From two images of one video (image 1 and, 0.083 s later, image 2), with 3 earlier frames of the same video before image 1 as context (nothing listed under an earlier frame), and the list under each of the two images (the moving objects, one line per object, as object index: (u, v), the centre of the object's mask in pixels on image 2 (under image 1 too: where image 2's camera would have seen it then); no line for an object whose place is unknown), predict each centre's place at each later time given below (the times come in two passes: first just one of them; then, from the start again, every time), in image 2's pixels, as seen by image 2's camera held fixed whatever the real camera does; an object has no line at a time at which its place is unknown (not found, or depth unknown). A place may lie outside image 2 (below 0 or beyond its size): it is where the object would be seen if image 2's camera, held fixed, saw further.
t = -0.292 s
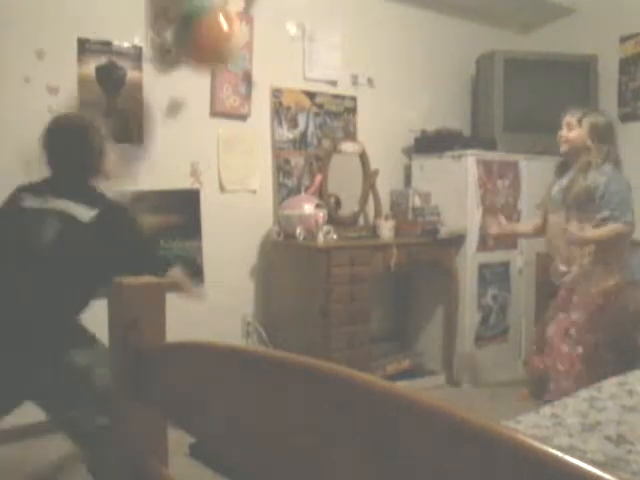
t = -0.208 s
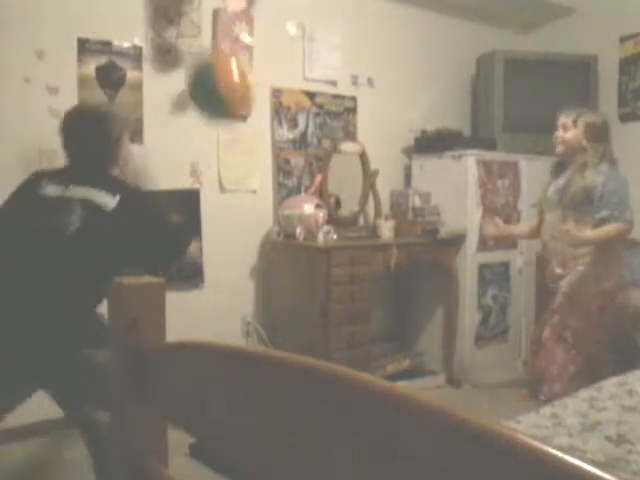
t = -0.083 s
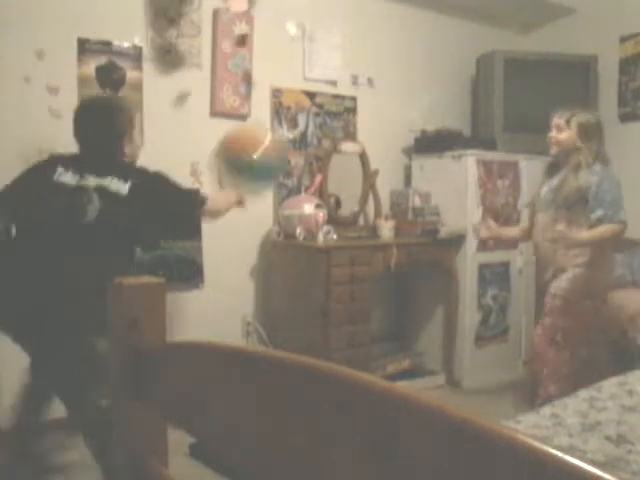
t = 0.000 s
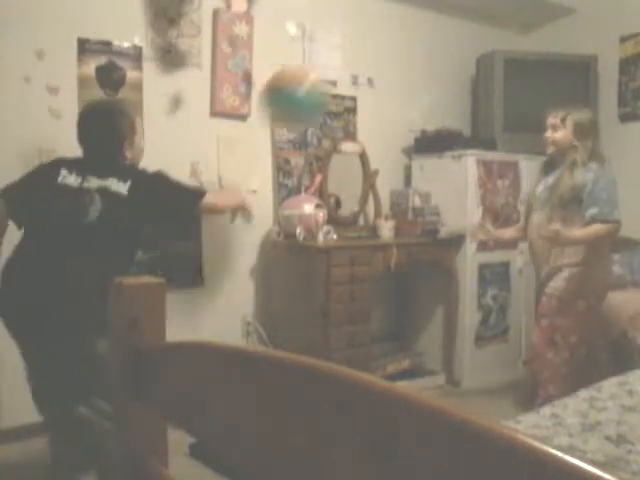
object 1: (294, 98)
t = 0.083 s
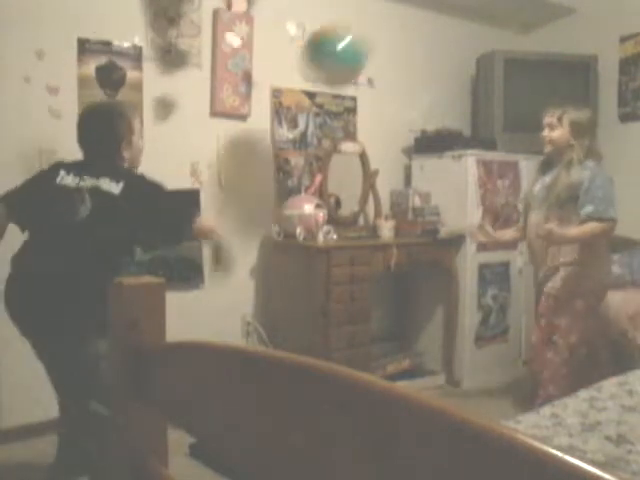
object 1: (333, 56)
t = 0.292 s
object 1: (409, 20)
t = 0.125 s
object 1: (352, 39)
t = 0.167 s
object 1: (369, 28)
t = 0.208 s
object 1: (383, 23)
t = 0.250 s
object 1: (398, 20)
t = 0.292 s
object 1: (409, 20)
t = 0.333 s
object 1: (420, 21)
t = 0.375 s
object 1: (431, 24)
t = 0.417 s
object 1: (439, 32)
